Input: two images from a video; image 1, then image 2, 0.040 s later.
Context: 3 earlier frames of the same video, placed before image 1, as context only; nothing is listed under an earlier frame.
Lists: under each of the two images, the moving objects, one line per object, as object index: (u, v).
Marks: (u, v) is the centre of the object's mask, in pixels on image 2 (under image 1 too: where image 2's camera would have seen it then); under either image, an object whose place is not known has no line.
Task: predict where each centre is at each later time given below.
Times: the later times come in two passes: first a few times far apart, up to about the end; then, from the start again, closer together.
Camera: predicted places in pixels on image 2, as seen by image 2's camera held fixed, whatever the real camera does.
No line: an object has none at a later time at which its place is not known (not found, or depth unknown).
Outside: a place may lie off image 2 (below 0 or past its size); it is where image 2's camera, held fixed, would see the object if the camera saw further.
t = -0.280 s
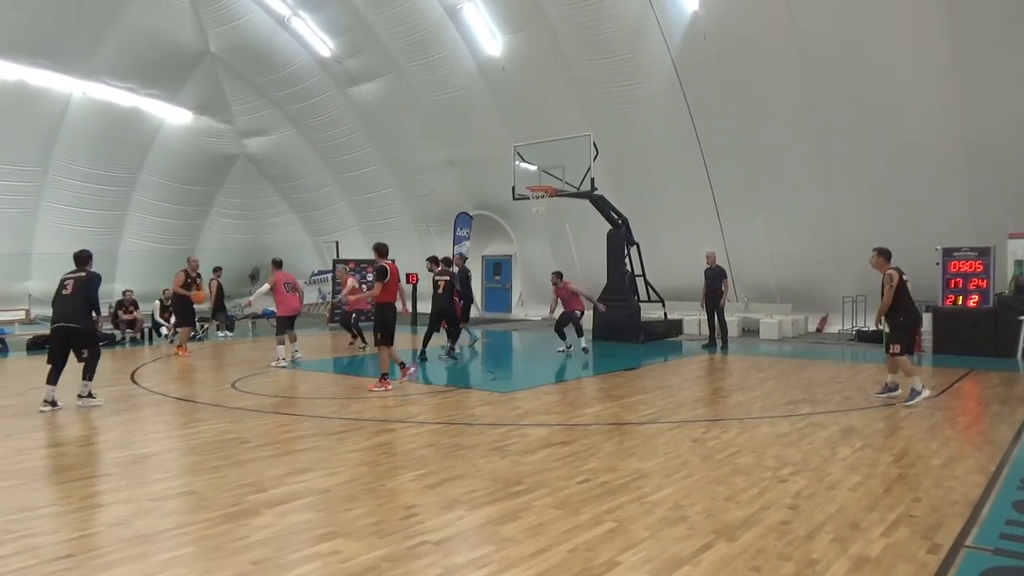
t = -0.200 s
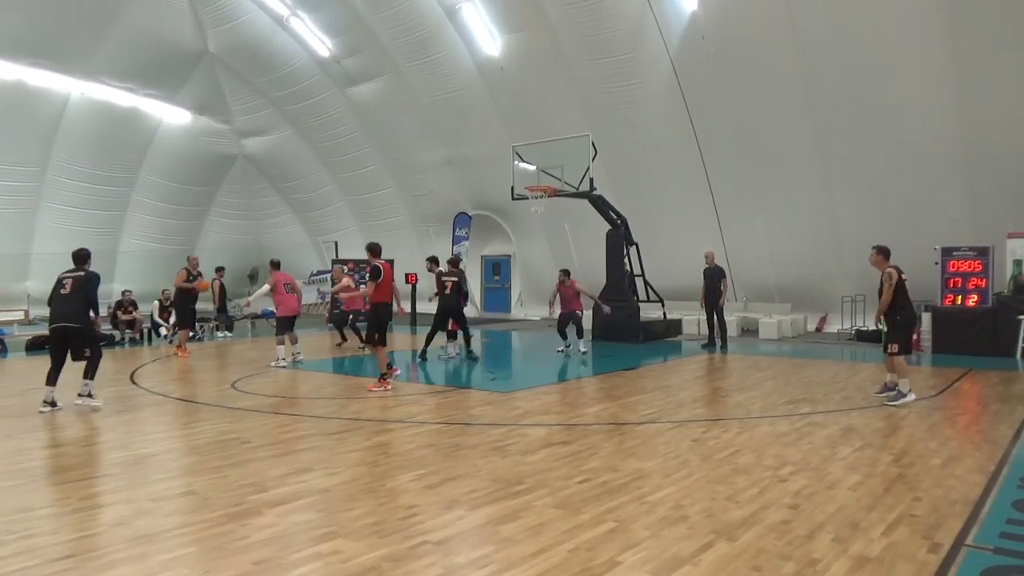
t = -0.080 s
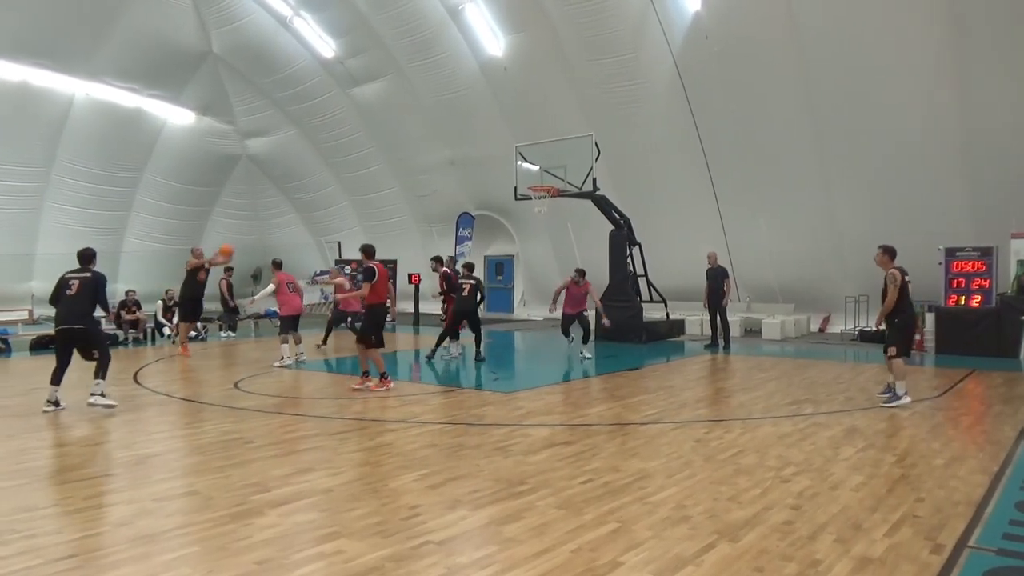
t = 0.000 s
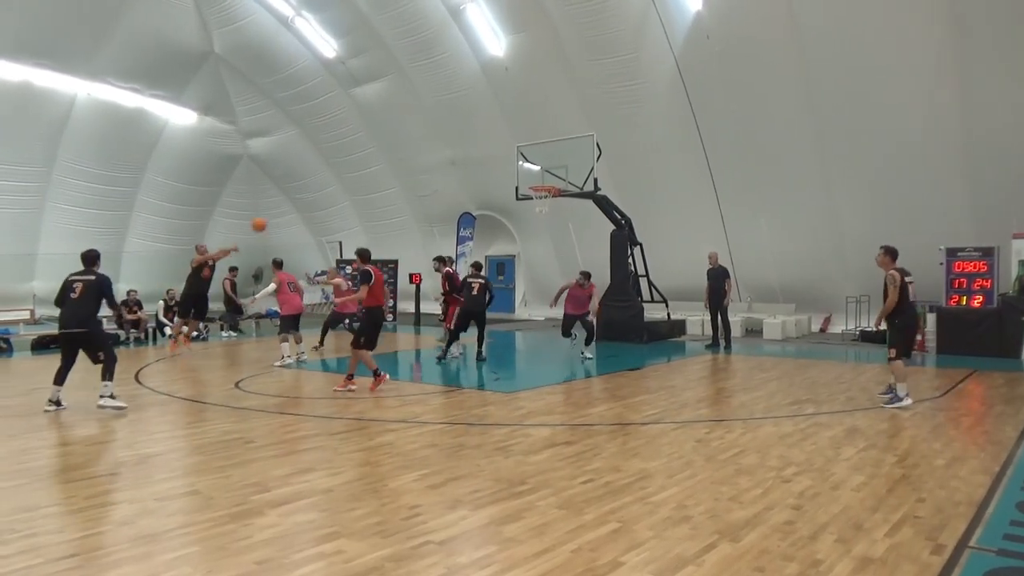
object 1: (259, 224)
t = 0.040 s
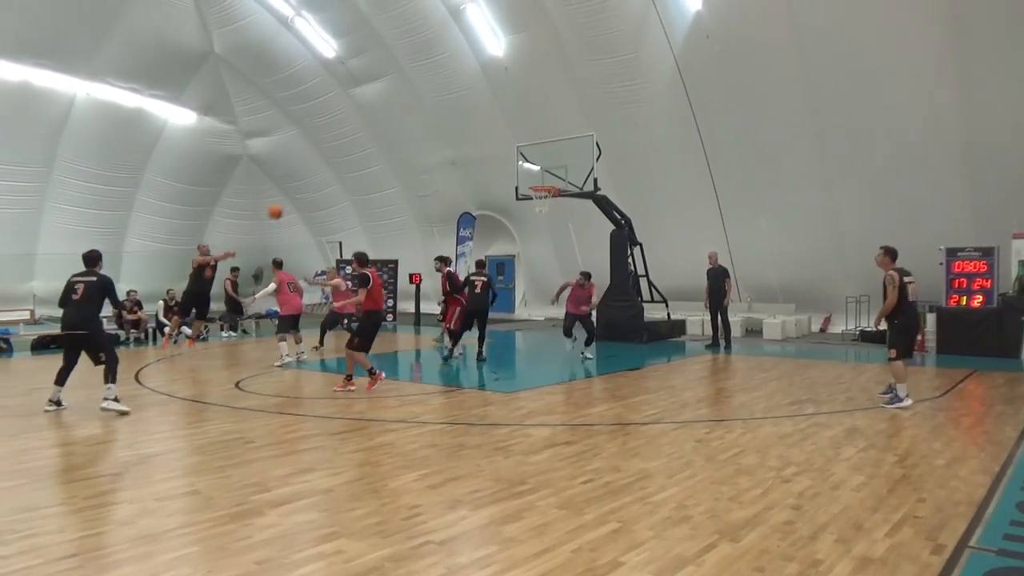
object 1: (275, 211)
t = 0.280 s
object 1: (385, 147)
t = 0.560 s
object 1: (545, 100)
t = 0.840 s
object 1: (760, 100)
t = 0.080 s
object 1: (292, 199)
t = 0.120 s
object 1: (310, 187)
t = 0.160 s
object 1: (327, 177)
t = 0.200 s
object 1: (346, 167)
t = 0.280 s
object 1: (385, 147)
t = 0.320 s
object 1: (405, 139)
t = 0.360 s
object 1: (427, 130)
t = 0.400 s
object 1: (449, 123)
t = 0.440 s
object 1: (472, 116)
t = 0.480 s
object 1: (496, 110)
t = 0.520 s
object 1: (519, 105)
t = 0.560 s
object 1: (545, 100)
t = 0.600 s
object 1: (572, 97)
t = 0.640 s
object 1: (600, 94)
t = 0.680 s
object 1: (630, 93)
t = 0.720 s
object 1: (659, 92)
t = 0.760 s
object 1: (692, 94)
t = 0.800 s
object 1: (725, 96)
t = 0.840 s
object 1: (760, 100)
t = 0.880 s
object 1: (796, 106)
